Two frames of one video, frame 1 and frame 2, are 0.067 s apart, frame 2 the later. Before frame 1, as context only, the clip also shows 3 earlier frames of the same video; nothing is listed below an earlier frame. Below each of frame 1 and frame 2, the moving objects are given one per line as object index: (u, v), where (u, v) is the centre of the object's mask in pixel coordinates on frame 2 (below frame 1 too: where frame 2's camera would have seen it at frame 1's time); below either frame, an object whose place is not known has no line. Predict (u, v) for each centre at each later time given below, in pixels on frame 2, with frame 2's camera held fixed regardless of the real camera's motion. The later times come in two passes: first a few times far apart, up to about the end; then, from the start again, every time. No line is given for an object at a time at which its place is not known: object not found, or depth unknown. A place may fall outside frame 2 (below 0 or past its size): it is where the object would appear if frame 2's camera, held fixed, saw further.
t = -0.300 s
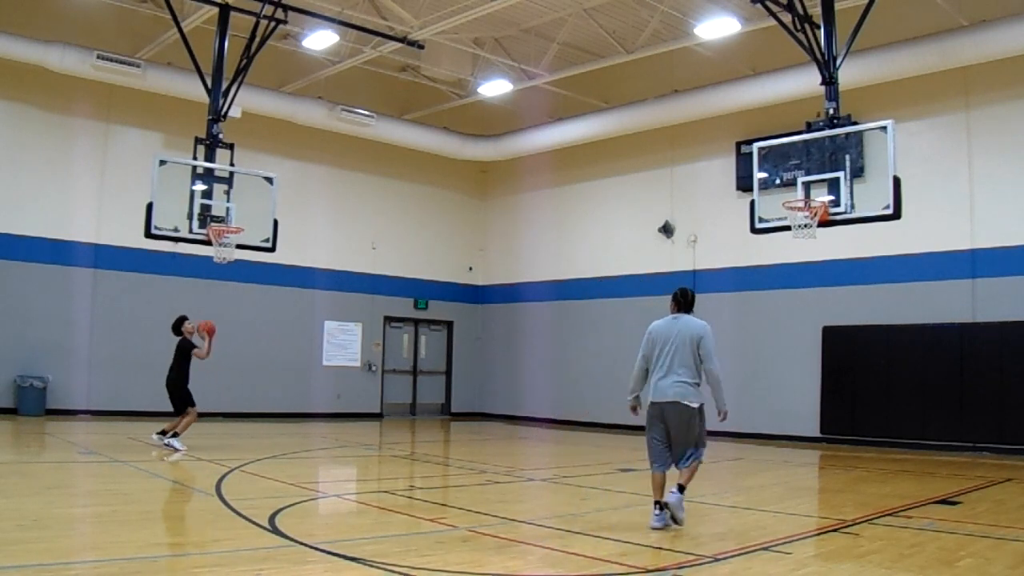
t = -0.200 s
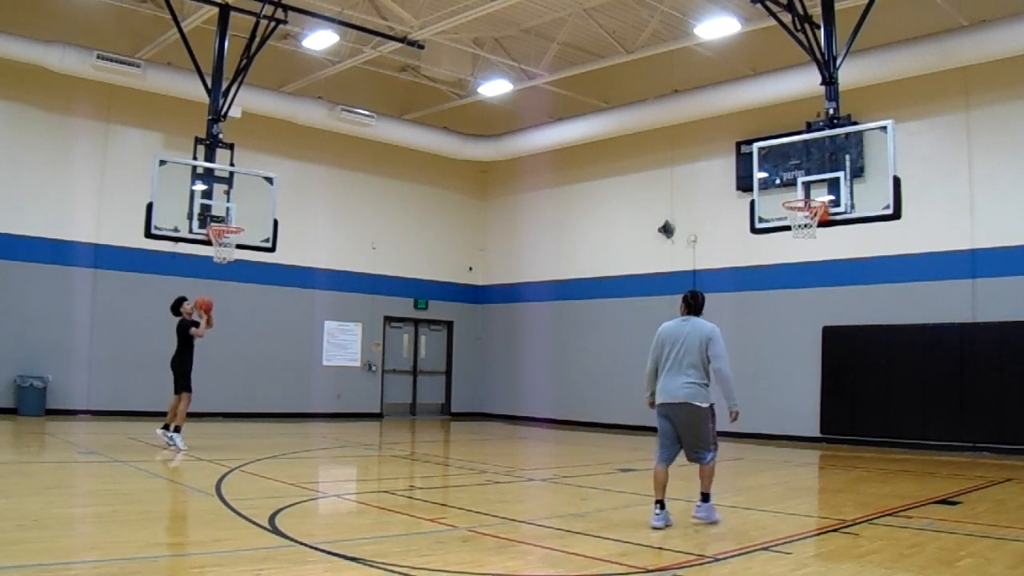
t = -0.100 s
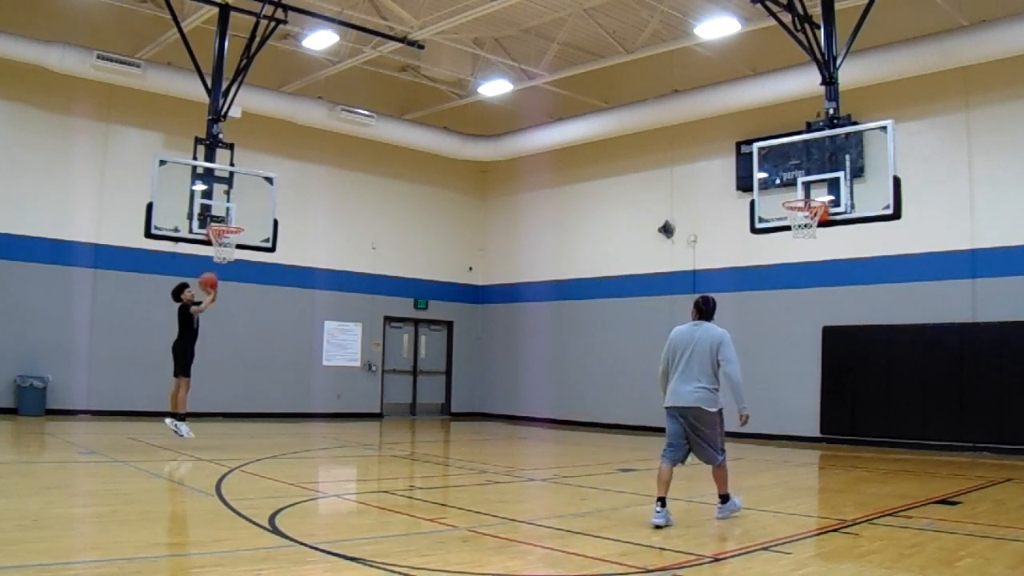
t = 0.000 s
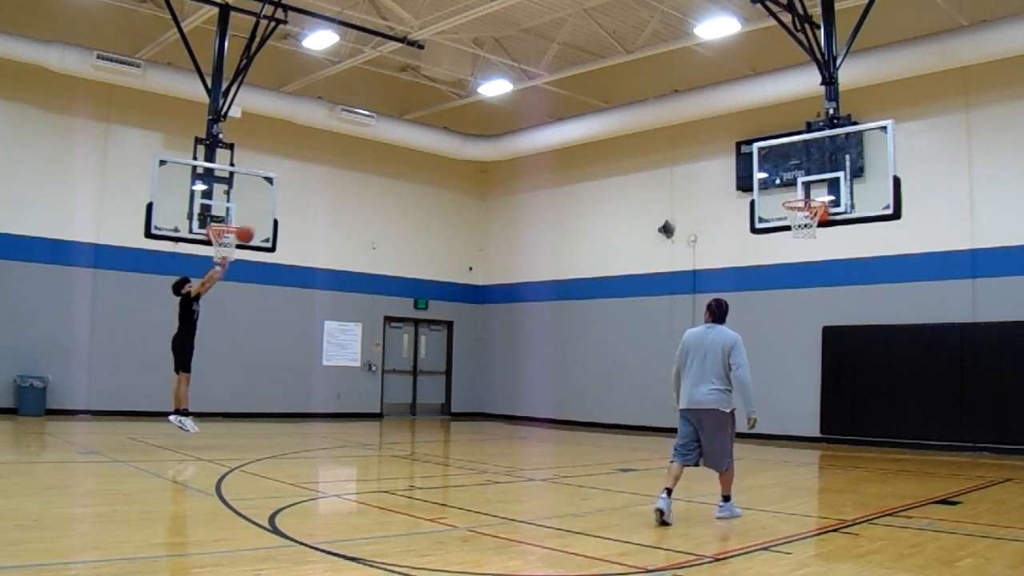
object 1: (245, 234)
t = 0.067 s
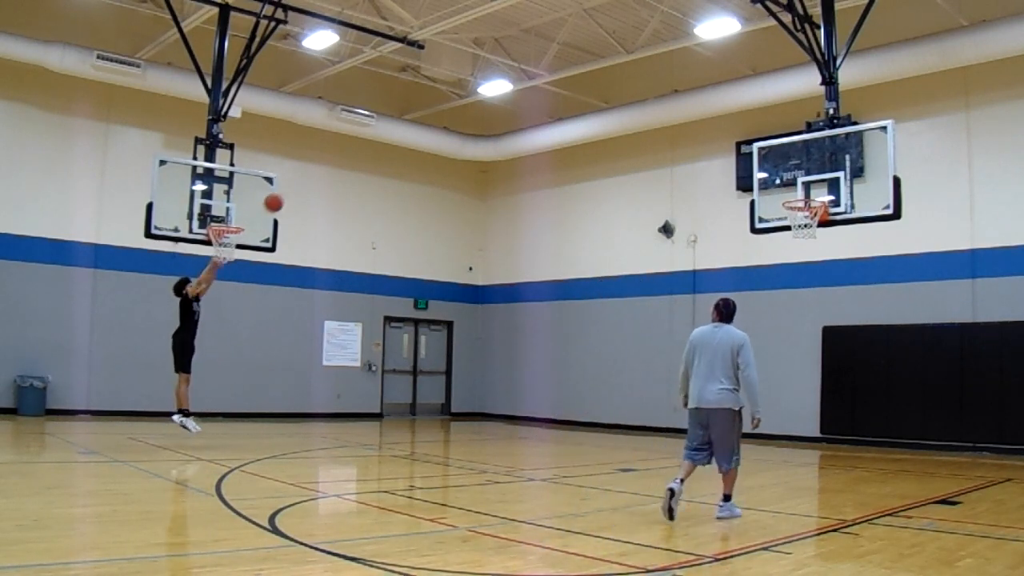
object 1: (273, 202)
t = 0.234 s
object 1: (348, 138)
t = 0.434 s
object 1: (436, 89)
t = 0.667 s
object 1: (539, 70)
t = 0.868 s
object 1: (627, 90)
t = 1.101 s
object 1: (731, 156)
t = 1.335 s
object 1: (731, 192)
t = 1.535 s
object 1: (661, 204)
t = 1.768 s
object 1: (589, 253)
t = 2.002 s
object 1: (526, 334)
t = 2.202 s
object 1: (477, 423)
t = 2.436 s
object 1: (450, 373)
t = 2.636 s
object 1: (431, 334)
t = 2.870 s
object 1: (409, 323)
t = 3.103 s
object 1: (388, 344)
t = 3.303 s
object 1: (369, 387)
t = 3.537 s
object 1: (351, 401)
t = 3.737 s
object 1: (337, 372)
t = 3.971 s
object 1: (322, 366)
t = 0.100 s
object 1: (288, 188)
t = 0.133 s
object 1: (302, 175)
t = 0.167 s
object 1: (317, 161)
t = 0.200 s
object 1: (332, 149)
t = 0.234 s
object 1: (348, 138)
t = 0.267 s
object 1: (362, 128)
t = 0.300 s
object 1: (377, 118)
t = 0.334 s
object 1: (391, 109)
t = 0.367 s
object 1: (406, 102)
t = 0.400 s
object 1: (421, 95)
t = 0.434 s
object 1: (436, 89)
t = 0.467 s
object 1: (451, 84)
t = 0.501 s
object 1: (465, 80)
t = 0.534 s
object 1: (480, 75)
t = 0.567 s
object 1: (495, 71)
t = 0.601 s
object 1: (510, 70)
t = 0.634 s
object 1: (525, 71)
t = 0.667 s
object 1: (539, 70)
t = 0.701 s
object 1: (553, 72)
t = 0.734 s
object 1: (568, 74)
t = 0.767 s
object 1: (582, 77)
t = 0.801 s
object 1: (597, 80)
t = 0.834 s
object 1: (612, 85)
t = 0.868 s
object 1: (627, 90)
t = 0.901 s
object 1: (642, 96)
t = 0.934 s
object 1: (656, 104)
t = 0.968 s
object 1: (672, 112)
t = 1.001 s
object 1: (687, 122)
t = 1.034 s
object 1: (701, 132)
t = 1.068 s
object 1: (716, 143)
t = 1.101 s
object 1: (731, 156)
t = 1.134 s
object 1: (745, 168)
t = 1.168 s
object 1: (761, 183)
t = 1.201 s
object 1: (775, 198)
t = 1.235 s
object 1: (769, 198)
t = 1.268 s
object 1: (756, 196)
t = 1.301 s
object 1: (743, 193)
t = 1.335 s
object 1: (731, 192)
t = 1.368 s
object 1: (719, 192)
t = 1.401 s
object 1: (706, 193)
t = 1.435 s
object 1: (695, 194)
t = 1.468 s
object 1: (683, 197)
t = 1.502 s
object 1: (672, 200)
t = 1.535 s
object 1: (661, 204)
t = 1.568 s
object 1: (650, 209)
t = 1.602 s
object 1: (639, 214)
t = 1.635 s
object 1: (629, 220)
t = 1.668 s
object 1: (618, 228)
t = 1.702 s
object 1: (608, 236)
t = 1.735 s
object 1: (599, 244)
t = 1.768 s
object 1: (589, 253)
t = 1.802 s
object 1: (580, 262)
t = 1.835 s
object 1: (570, 273)
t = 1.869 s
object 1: (560, 285)
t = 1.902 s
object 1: (552, 295)
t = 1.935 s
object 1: (543, 307)
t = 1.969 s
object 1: (534, 320)
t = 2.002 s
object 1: (526, 334)
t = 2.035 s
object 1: (517, 348)
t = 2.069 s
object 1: (509, 362)
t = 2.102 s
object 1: (501, 376)
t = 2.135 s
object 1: (493, 391)
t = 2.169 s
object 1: (485, 407)
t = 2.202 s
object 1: (477, 423)
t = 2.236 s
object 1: (469, 440)
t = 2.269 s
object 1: (466, 428)
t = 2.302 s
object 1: (463, 416)
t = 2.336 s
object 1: (460, 403)
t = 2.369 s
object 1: (456, 393)
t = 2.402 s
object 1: (453, 383)
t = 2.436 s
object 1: (450, 373)
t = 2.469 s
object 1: (447, 364)
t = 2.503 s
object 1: (443, 357)
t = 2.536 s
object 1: (440, 350)
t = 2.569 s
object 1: (437, 344)
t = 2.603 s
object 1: (433, 338)
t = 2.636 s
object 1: (431, 334)
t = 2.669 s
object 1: (428, 330)
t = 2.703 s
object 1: (425, 327)
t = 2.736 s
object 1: (421, 325)
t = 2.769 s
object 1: (419, 323)
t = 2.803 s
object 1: (416, 322)
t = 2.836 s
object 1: (413, 322)
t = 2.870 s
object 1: (409, 323)
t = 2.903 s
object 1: (406, 323)
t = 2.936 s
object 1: (403, 325)
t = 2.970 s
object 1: (401, 327)
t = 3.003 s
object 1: (396, 331)
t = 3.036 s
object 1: (393, 336)
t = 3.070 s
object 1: (391, 339)
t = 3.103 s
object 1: (388, 344)
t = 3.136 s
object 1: (384, 350)
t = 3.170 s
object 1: (381, 356)
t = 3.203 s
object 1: (378, 363)
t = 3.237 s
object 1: (375, 370)
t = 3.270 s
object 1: (372, 378)
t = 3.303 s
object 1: (369, 387)
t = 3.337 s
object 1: (366, 395)
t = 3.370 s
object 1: (364, 404)
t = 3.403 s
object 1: (361, 415)
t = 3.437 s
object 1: (358, 424)
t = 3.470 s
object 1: (355, 416)
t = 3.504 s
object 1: (353, 408)
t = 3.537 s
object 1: (351, 401)
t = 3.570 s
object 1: (349, 394)
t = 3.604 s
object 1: (347, 389)
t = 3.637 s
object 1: (344, 384)
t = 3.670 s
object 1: (342, 379)
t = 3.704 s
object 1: (340, 375)
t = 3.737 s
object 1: (337, 372)
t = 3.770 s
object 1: (335, 369)
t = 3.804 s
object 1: (333, 367)
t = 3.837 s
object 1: (331, 365)
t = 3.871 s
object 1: (328, 365)
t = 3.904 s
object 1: (326, 365)
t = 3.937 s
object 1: (324, 365)
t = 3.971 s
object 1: (322, 366)
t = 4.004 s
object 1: (319, 368)
